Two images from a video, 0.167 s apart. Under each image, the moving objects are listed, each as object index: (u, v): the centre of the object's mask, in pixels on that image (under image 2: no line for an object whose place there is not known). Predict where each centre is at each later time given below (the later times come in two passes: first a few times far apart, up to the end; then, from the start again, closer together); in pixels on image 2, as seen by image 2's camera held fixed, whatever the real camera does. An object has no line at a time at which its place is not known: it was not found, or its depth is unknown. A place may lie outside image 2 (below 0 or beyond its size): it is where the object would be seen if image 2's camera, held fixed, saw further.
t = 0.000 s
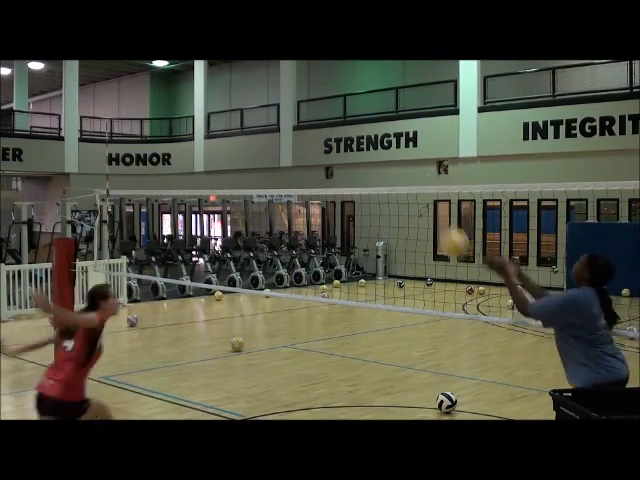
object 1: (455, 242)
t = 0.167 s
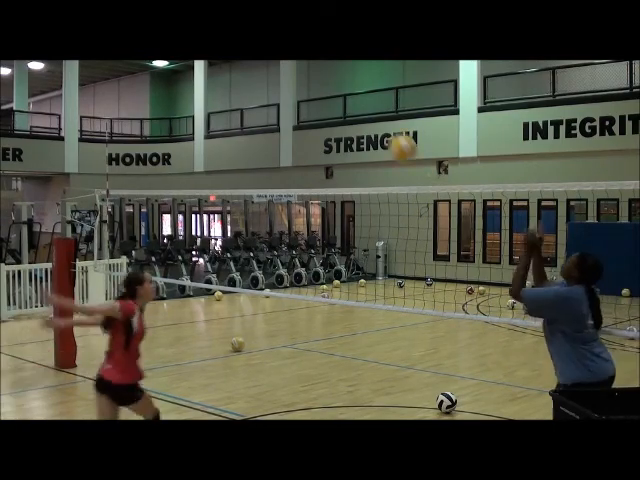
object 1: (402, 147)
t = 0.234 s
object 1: (383, 122)
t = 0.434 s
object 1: (331, 84)
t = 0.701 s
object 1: (270, 109)
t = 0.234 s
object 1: (383, 122)
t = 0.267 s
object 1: (374, 112)
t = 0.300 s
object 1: (365, 103)
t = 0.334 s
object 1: (356, 96)
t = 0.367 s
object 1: (347, 91)
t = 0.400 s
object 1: (339, 87)
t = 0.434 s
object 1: (331, 84)
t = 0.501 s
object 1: (315, 83)
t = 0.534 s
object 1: (307, 84)
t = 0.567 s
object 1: (300, 86)
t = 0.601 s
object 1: (292, 91)
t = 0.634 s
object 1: (285, 96)
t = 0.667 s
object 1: (277, 102)
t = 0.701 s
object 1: (270, 109)
